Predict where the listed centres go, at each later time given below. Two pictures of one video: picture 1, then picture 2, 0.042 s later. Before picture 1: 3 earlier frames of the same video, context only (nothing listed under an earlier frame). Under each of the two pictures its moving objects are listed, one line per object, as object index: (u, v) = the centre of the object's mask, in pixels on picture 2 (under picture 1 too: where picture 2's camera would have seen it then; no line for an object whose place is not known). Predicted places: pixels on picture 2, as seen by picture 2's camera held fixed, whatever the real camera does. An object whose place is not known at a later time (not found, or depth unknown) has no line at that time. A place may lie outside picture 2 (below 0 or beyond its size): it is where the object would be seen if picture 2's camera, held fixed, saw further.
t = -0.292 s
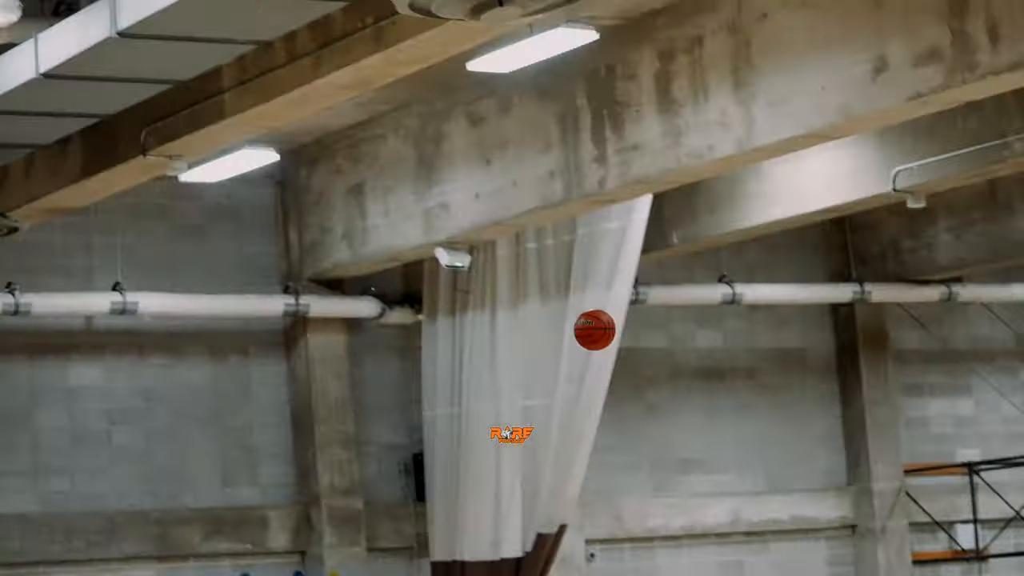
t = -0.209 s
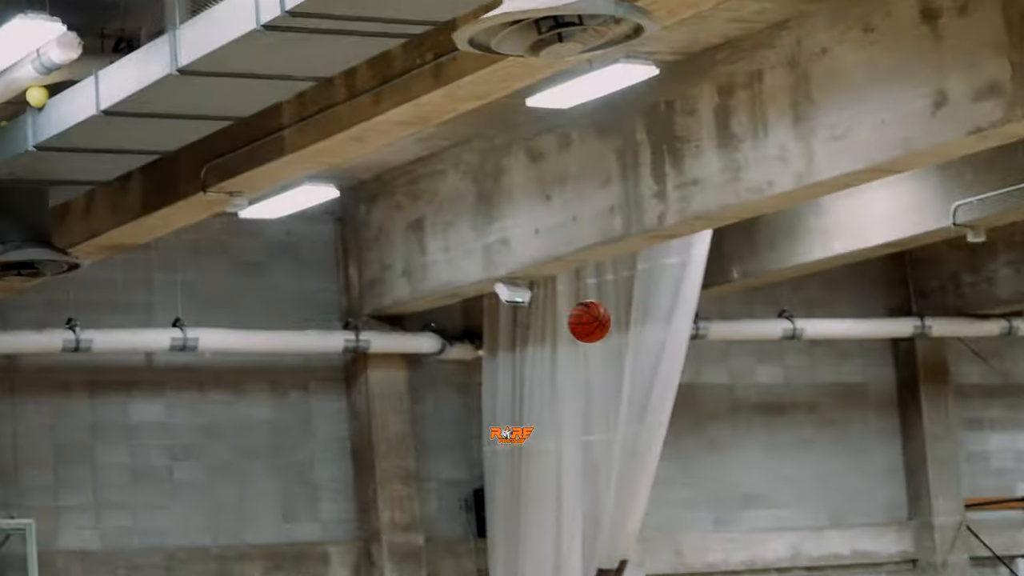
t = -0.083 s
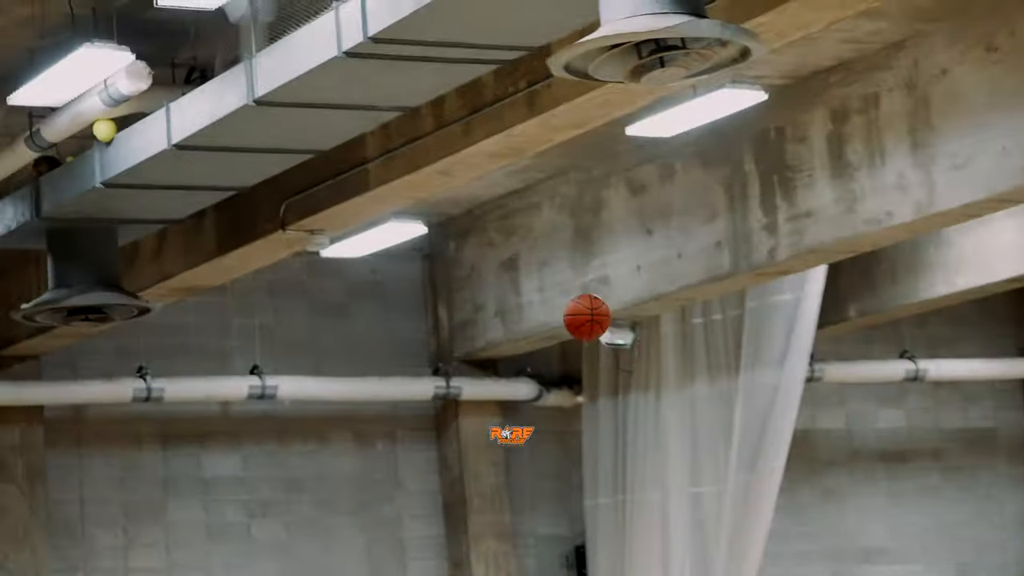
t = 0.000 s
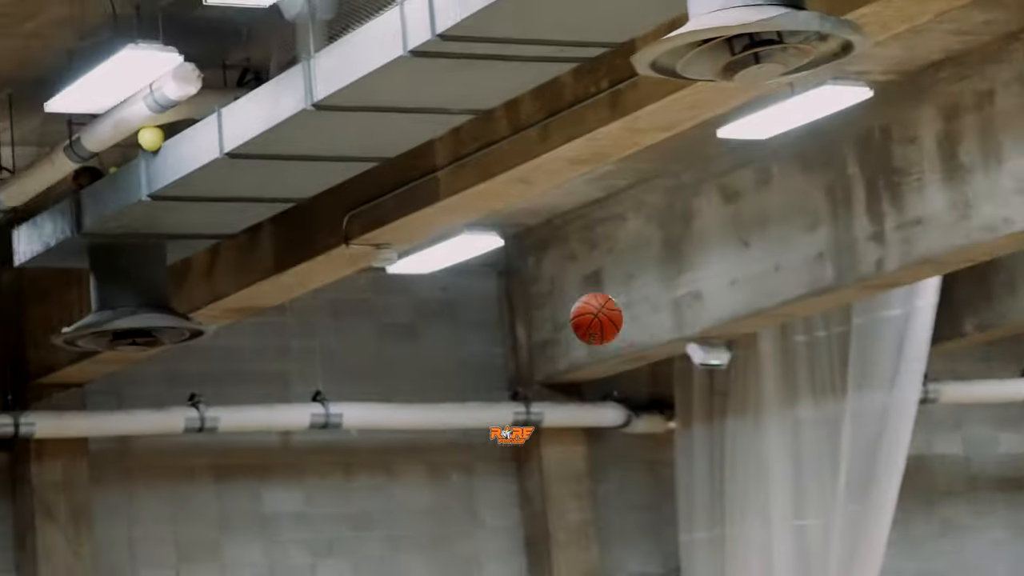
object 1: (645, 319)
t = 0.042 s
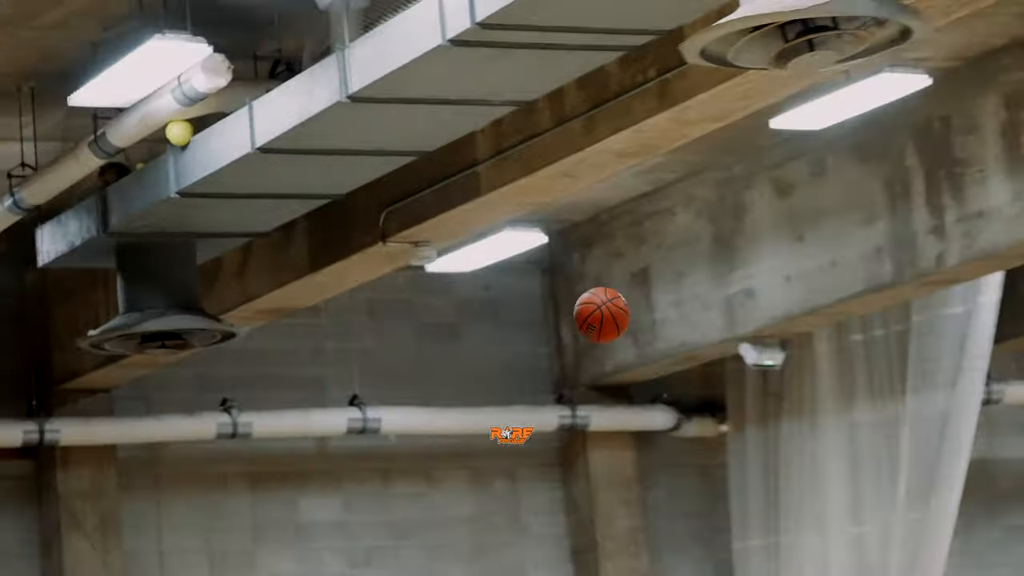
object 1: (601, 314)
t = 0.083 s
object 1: (558, 314)
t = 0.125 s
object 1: (515, 319)
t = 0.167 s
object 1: (472, 327)
